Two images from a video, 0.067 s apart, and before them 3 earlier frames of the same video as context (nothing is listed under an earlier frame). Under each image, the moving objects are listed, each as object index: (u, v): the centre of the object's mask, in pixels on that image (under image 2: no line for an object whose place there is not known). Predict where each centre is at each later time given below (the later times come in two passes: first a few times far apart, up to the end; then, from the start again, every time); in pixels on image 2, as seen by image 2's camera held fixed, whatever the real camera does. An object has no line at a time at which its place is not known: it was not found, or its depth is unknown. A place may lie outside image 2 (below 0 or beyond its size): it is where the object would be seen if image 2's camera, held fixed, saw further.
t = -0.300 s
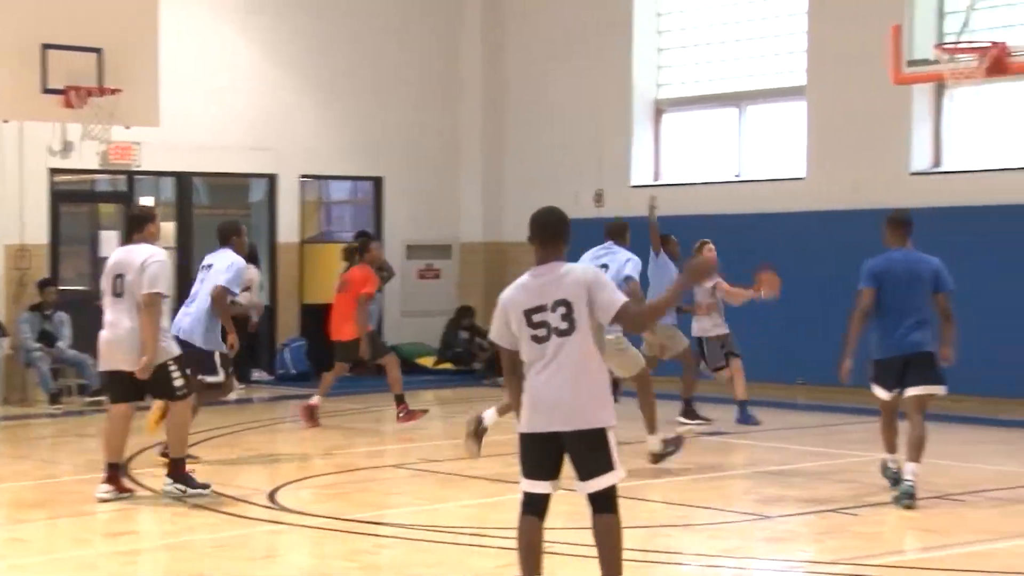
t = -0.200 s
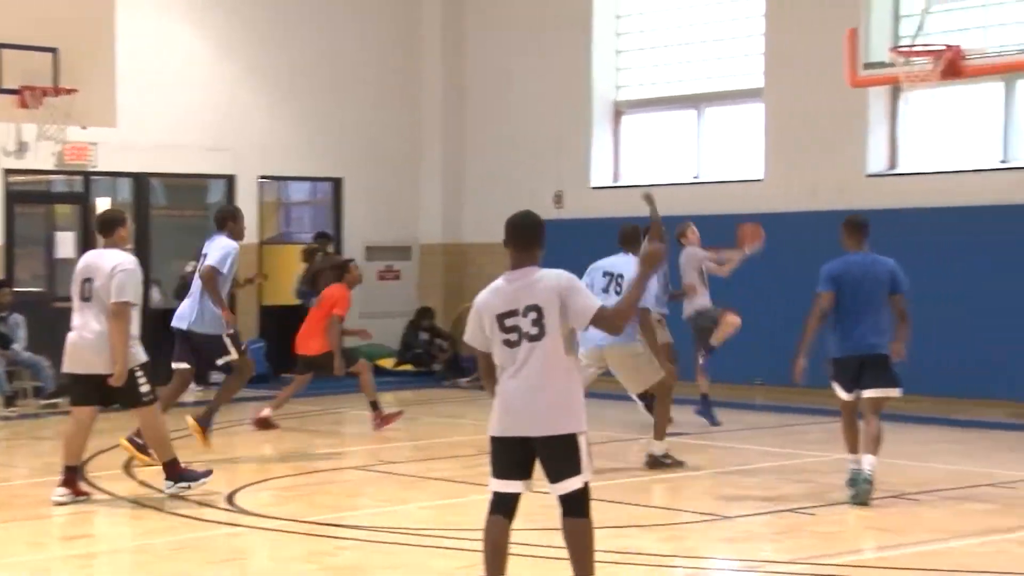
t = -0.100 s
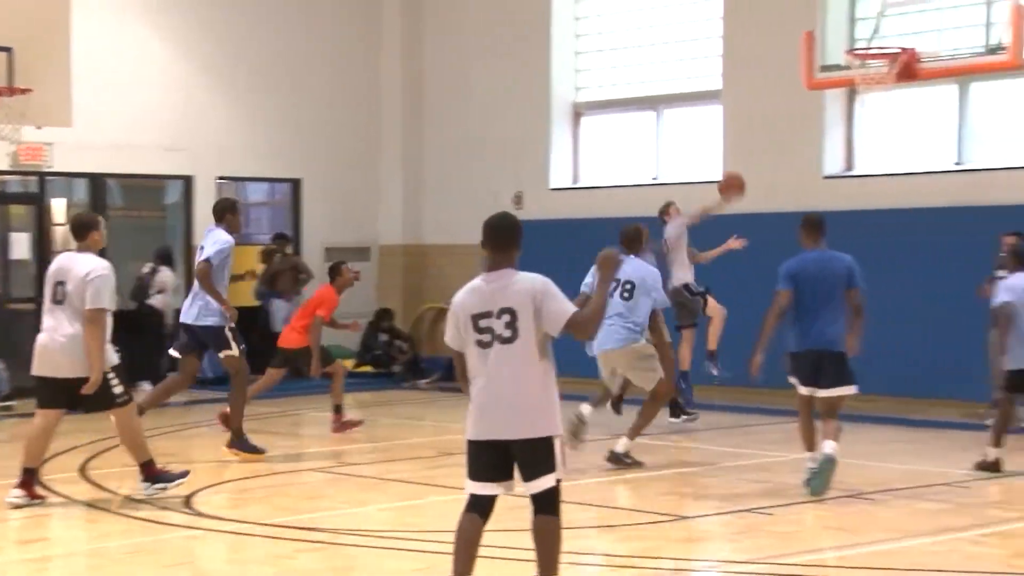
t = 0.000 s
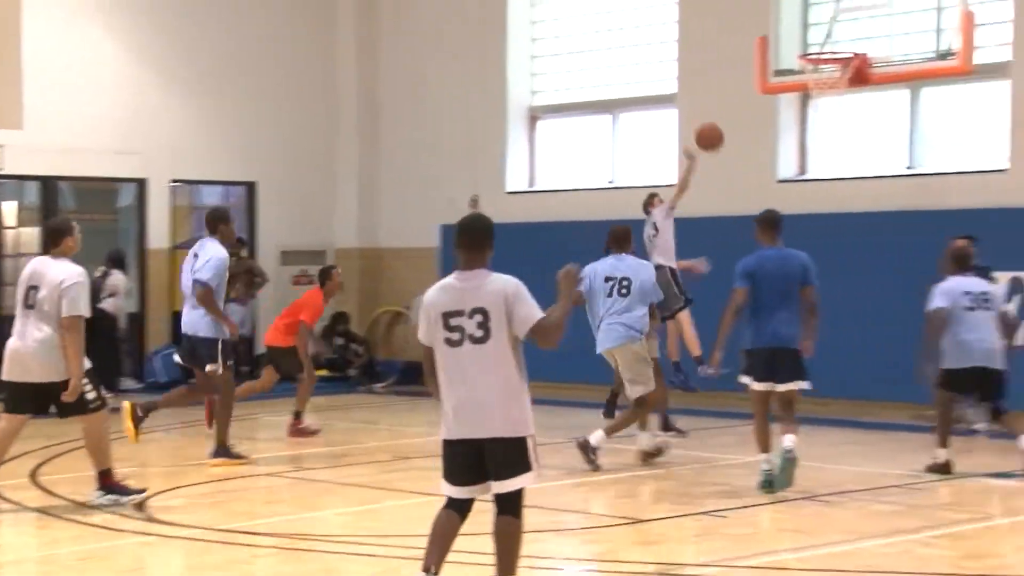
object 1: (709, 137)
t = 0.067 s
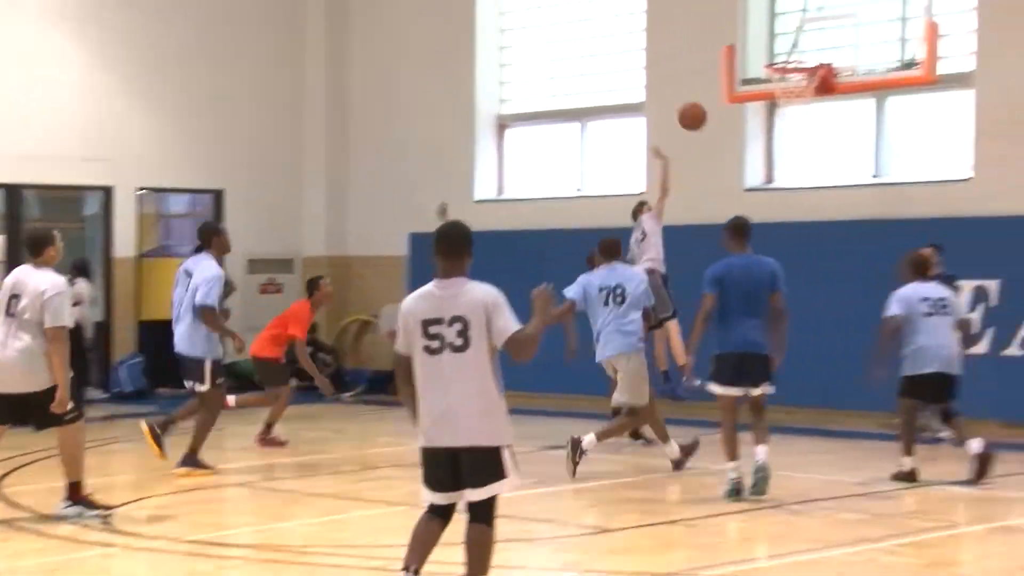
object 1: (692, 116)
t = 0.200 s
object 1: (723, 71)
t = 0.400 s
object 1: (772, 43)
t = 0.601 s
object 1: (808, 51)
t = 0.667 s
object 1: (791, 52)
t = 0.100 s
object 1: (700, 103)
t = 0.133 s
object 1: (708, 91)
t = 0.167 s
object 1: (715, 81)
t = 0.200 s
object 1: (723, 71)
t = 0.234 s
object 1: (732, 63)
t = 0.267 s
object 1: (740, 57)
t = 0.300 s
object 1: (748, 51)
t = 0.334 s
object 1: (756, 47)
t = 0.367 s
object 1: (764, 45)
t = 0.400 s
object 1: (772, 43)
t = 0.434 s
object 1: (781, 43)
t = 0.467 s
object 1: (789, 44)
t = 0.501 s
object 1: (798, 47)
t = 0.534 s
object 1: (806, 51)
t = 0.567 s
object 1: (814, 54)
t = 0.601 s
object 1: (808, 51)
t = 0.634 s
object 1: (799, 51)
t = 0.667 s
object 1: (791, 52)
